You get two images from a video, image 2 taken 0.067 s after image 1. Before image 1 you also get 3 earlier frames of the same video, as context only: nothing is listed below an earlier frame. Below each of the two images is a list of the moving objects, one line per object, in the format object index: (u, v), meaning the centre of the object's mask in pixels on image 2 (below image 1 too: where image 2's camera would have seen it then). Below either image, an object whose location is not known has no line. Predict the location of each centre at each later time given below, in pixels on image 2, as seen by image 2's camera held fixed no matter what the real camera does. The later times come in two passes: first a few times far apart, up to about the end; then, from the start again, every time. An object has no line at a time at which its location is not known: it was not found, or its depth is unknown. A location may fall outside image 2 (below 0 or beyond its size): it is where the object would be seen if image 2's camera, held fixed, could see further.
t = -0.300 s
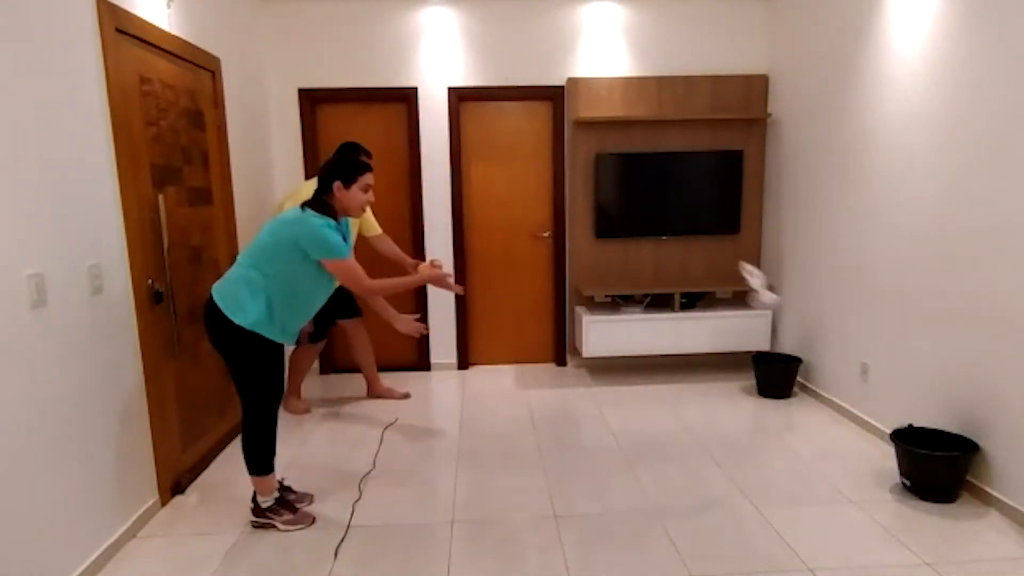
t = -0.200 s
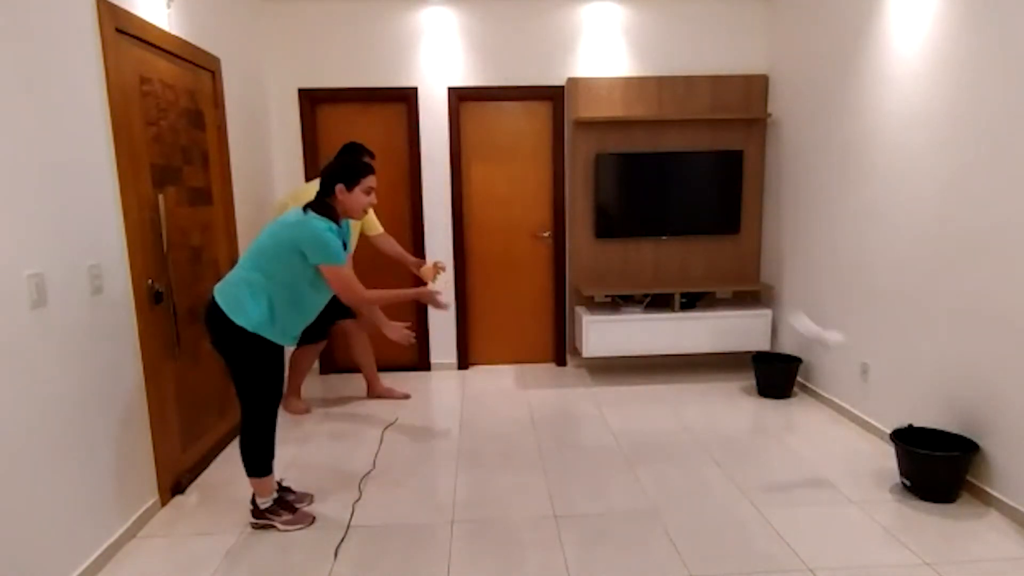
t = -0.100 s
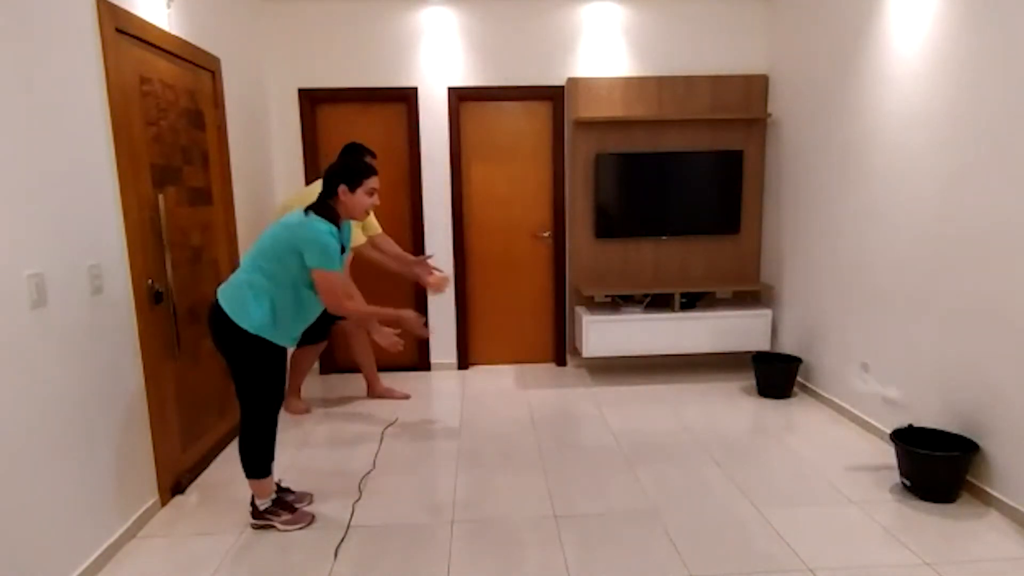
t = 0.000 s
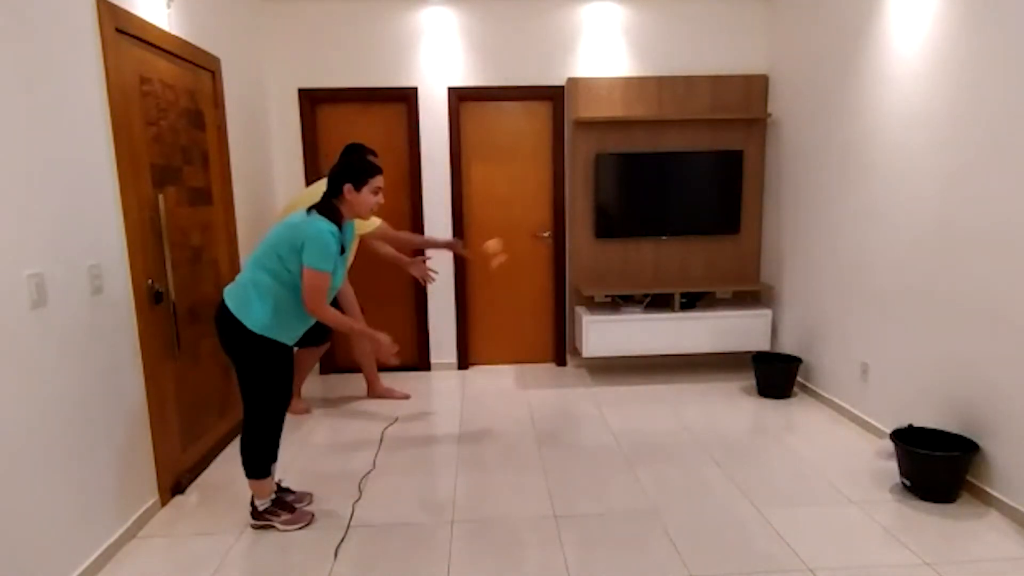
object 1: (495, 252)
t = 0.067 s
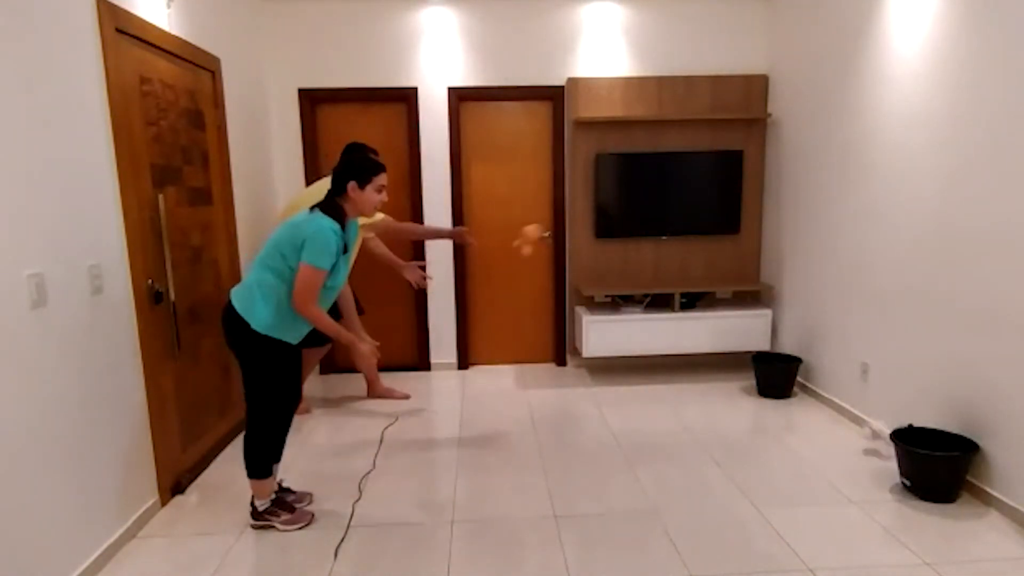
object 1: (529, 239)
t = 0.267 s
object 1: (646, 226)
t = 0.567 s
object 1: (801, 348)
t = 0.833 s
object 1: (769, 387)
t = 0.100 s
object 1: (546, 232)
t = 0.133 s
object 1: (562, 227)
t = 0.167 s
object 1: (583, 223)
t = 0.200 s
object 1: (605, 222)
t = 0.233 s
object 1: (624, 222)
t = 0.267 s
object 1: (646, 226)
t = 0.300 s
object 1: (667, 232)
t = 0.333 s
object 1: (687, 241)
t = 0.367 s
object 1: (705, 253)
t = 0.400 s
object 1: (723, 266)
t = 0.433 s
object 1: (740, 280)
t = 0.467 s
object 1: (756, 295)
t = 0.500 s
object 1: (769, 310)
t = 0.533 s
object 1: (785, 329)
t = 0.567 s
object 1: (801, 348)
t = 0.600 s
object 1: (815, 369)
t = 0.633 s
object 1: (812, 378)
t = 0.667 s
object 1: (801, 393)
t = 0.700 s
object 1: (798, 396)
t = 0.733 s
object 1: (789, 395)
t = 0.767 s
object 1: (783, 392)
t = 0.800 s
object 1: (777, 390)
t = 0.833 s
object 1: (769, 387)
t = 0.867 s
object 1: (760, 392)
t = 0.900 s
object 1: (750, 398)
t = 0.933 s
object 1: (740, 403)
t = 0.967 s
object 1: (734, 406)
